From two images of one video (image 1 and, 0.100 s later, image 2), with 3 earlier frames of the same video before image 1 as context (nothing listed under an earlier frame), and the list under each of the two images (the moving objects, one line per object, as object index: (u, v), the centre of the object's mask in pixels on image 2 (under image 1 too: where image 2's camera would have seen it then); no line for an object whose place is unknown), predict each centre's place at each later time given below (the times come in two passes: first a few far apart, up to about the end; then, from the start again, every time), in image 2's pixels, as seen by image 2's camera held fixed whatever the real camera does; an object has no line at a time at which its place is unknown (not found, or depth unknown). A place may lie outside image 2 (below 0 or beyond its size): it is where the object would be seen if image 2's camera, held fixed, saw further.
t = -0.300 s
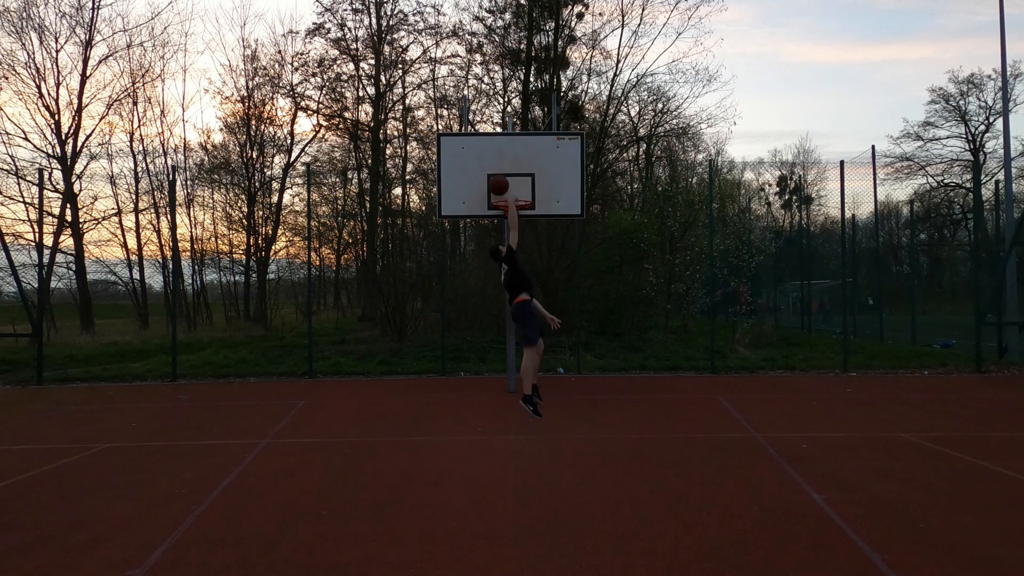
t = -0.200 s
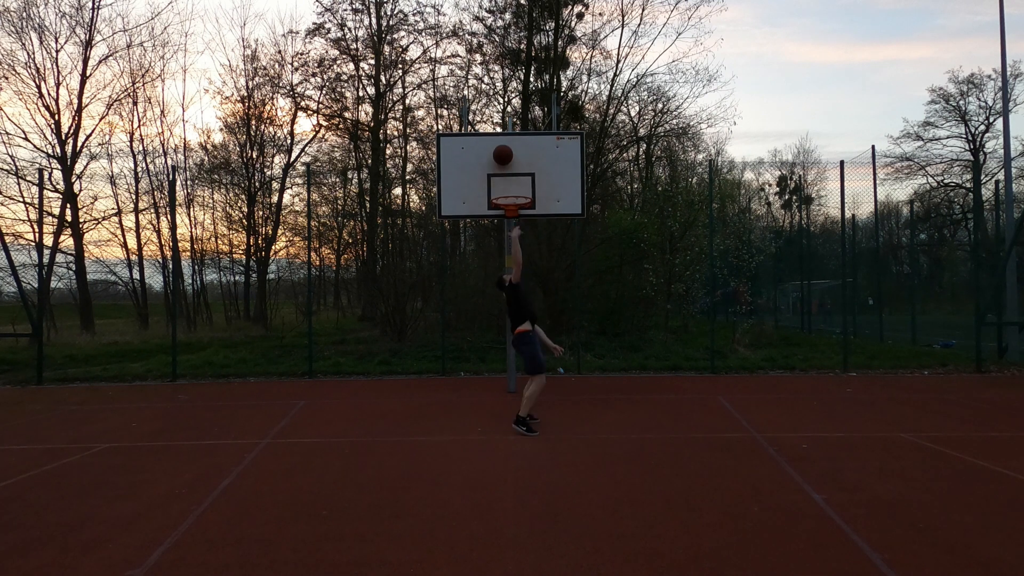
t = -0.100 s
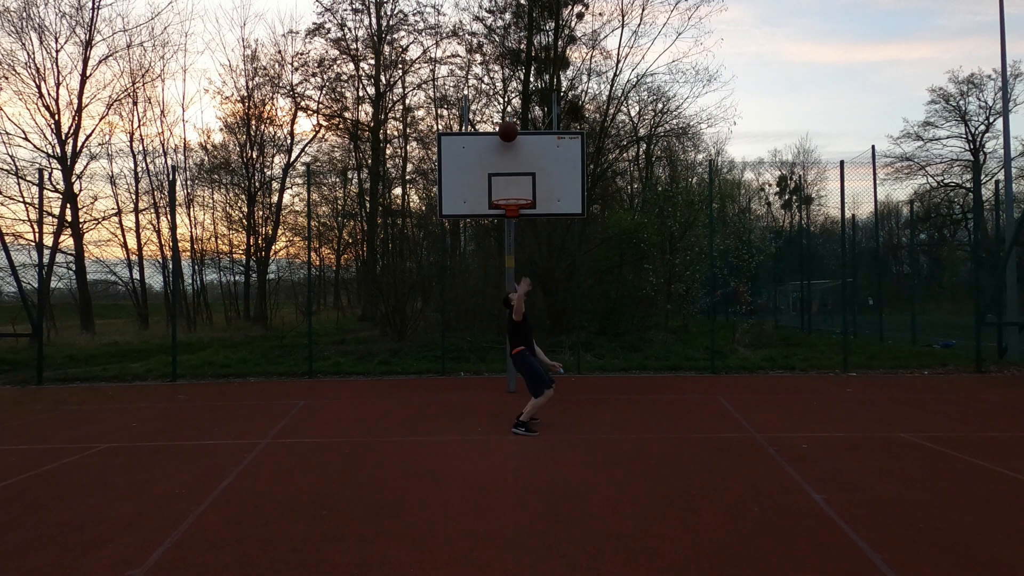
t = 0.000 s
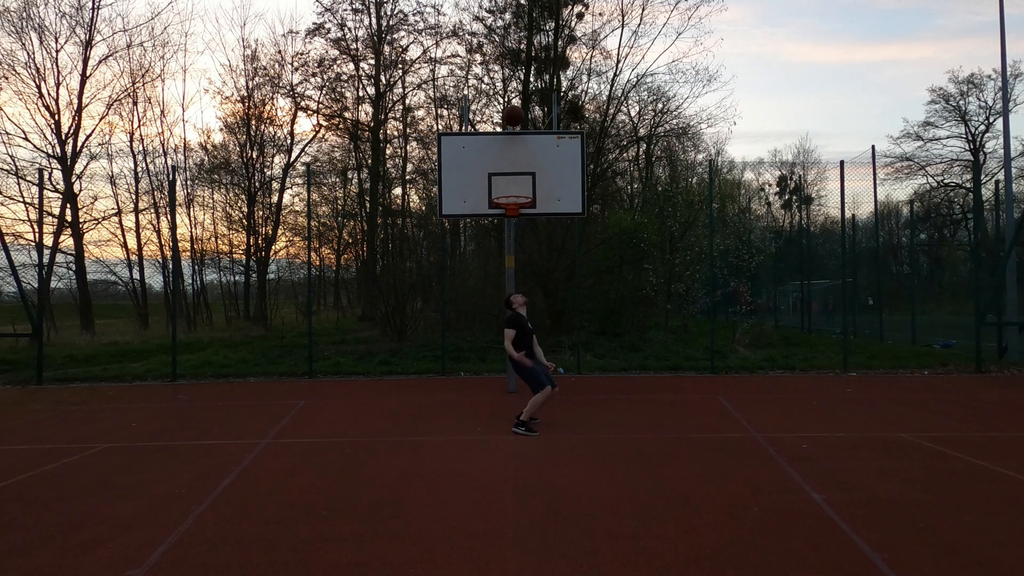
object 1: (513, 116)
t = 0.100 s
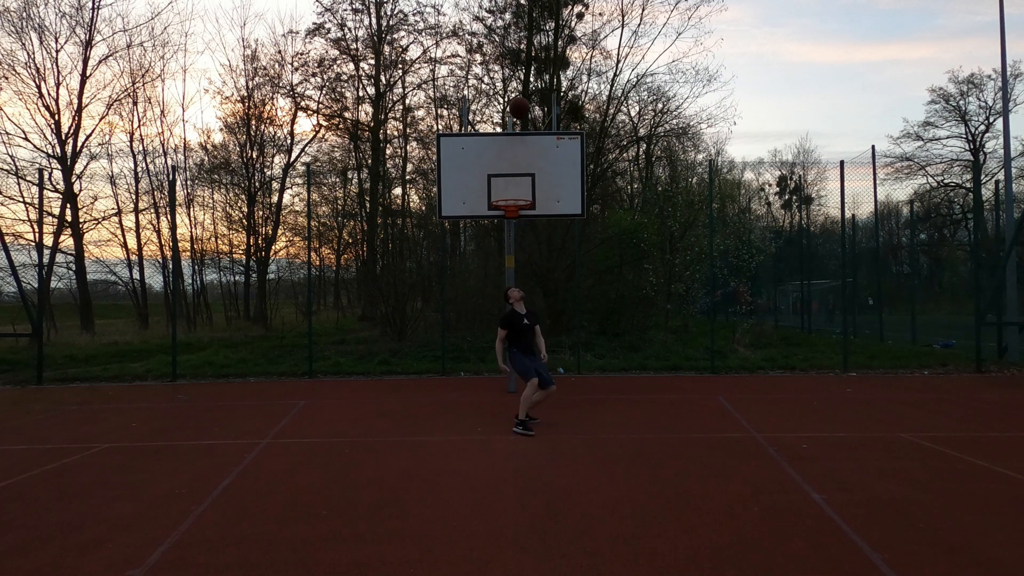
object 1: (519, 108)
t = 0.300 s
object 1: (531, 117)
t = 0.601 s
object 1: (552, 201)
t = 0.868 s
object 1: (575, 355)
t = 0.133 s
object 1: (521, 107)
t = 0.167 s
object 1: (523, 107)
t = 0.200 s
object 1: (525, 108)
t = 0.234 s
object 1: (527, 110)
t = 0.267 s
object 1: (530, 113)
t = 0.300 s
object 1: (531, 117)
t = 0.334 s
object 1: (534, 122)
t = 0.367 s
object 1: (536, 129)
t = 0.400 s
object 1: (538, 136)
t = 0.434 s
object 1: (540, 144)
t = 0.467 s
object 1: (543, 153)
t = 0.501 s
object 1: (545, 163)
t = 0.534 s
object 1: (547, 175)
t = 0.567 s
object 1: (550, 187)
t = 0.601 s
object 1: (552, 201)
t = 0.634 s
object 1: (555, 216)
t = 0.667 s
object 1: (558, 232)
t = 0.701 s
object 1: (560, 249)
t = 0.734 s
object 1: (563, 268)
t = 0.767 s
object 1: (566, 287)
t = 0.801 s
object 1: (569, 308)
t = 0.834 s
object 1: (572, 331)
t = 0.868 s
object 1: (575, 355)
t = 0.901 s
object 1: (579, 380)
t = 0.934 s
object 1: (582, 410)
